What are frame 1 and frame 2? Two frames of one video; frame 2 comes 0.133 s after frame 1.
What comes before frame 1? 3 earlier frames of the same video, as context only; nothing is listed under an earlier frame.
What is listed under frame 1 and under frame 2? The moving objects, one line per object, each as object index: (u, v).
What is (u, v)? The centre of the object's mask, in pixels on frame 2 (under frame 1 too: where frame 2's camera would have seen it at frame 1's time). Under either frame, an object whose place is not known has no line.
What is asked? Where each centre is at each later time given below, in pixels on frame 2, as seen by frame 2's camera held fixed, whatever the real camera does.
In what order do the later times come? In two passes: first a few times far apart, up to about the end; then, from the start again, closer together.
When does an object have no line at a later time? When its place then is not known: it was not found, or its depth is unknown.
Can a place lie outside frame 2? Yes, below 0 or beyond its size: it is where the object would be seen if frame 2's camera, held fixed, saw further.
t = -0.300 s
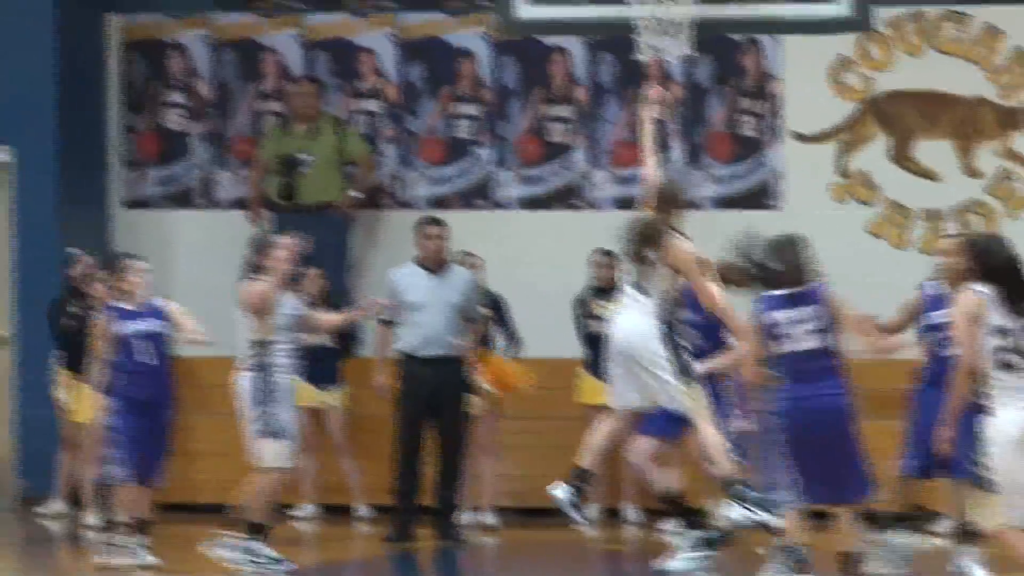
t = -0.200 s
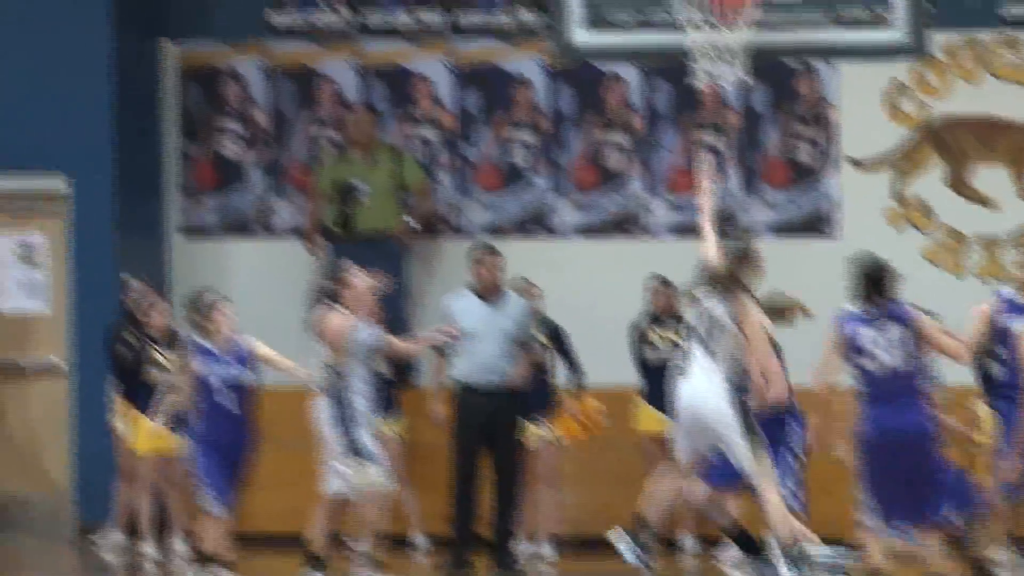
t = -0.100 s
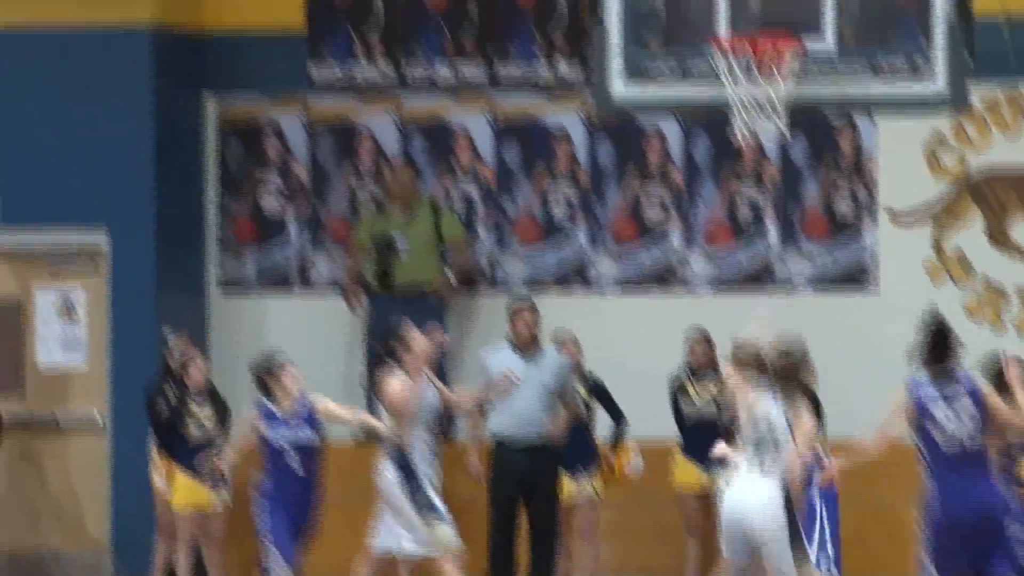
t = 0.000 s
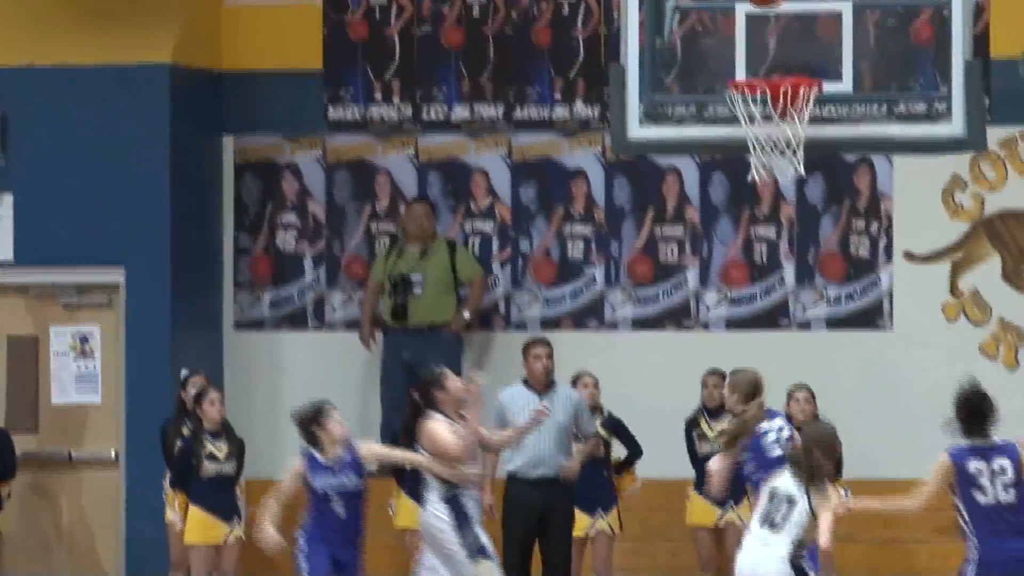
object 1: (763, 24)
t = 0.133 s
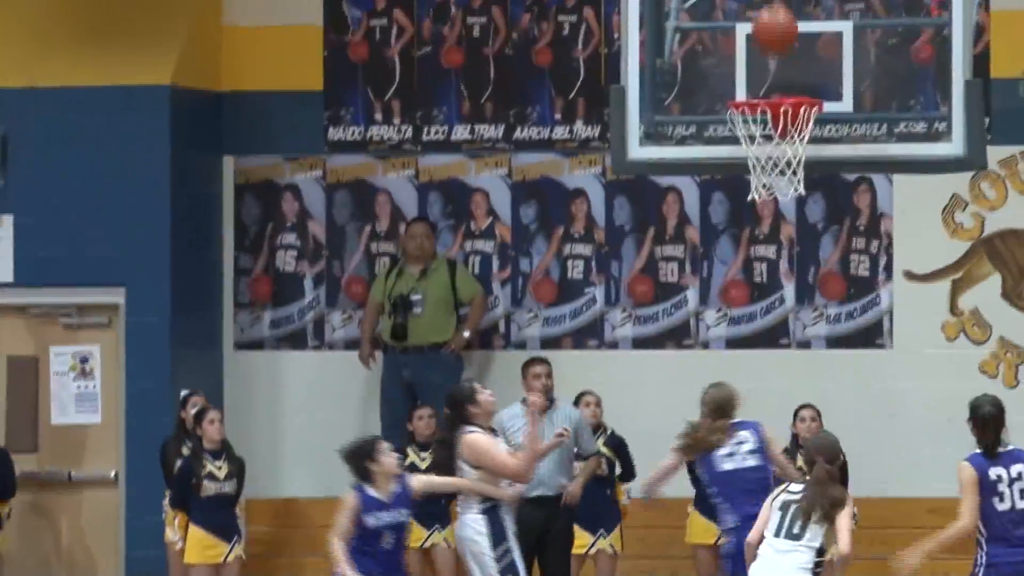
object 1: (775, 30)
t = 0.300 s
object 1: (781, 103)
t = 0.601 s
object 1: (824, 168)
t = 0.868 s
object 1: (838, 274)
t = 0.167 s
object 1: (778, 43)
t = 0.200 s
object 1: (781, 56)
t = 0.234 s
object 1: (784, 70)
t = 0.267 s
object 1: (787, 82)
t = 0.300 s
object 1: (781, 103)
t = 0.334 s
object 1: (772, 110)
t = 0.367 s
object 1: (769, 118)
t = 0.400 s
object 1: (777, 122)
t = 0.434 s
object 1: (793, 137)
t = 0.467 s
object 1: (808, 149)
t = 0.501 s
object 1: (817, 157)
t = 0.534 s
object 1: (819, 158)
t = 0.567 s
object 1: (823, 164)
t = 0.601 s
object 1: (824, 168)
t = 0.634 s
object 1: (826, 171)
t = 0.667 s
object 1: (828, 178)
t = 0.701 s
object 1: (830, 189)
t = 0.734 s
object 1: (832, 199)
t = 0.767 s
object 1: (833, 215)
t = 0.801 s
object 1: (835, 232)
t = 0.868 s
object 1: (838, 274)
